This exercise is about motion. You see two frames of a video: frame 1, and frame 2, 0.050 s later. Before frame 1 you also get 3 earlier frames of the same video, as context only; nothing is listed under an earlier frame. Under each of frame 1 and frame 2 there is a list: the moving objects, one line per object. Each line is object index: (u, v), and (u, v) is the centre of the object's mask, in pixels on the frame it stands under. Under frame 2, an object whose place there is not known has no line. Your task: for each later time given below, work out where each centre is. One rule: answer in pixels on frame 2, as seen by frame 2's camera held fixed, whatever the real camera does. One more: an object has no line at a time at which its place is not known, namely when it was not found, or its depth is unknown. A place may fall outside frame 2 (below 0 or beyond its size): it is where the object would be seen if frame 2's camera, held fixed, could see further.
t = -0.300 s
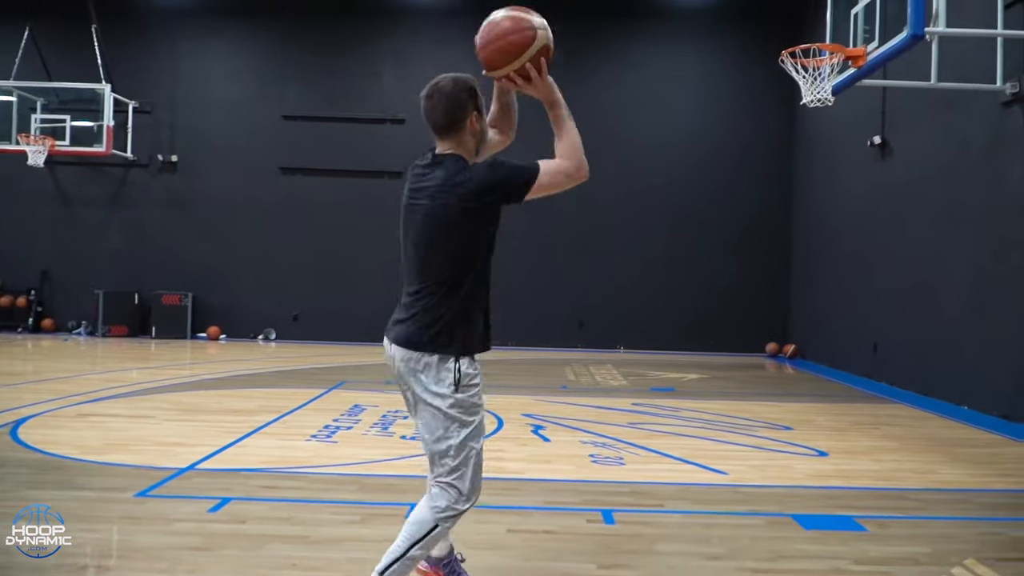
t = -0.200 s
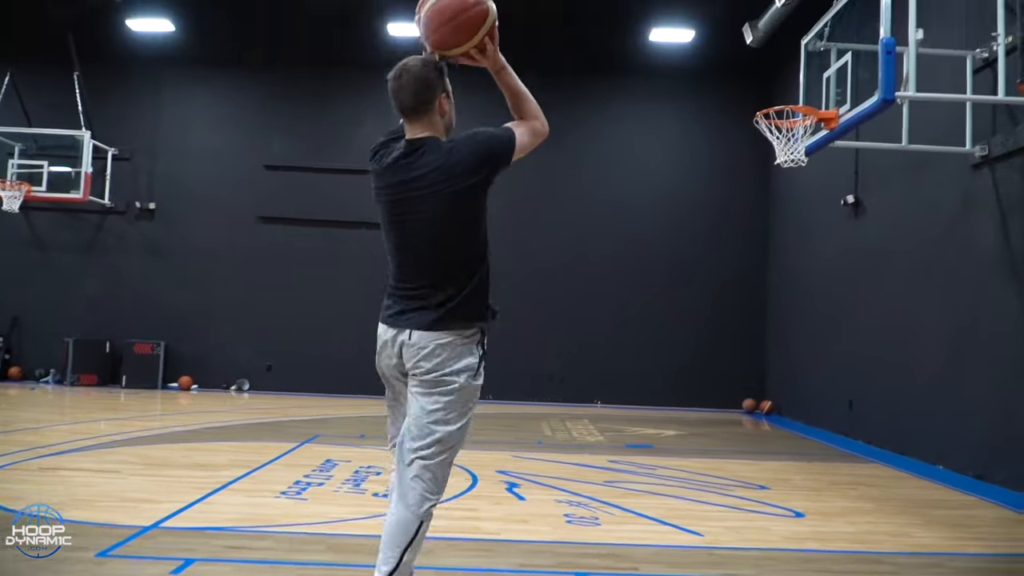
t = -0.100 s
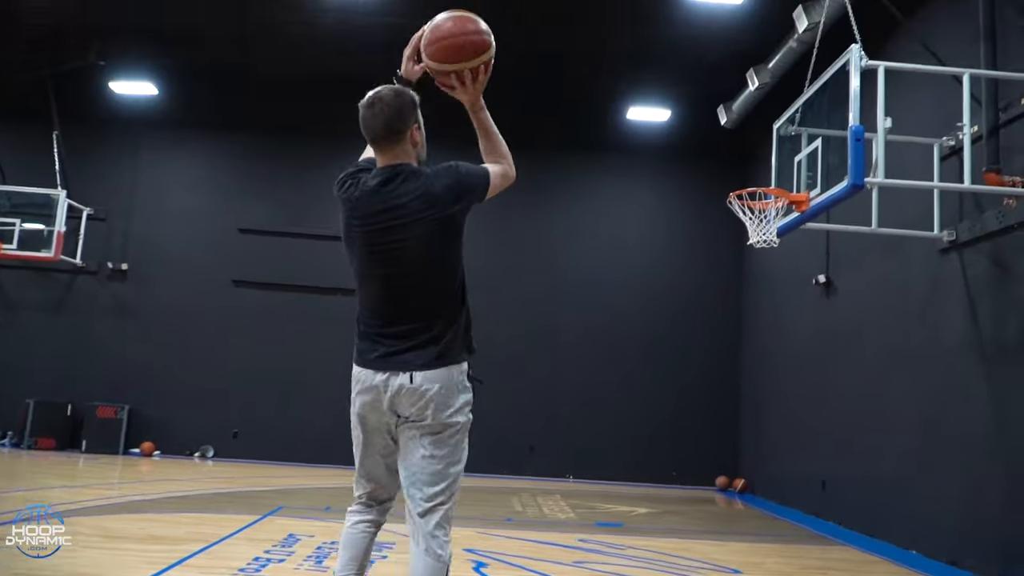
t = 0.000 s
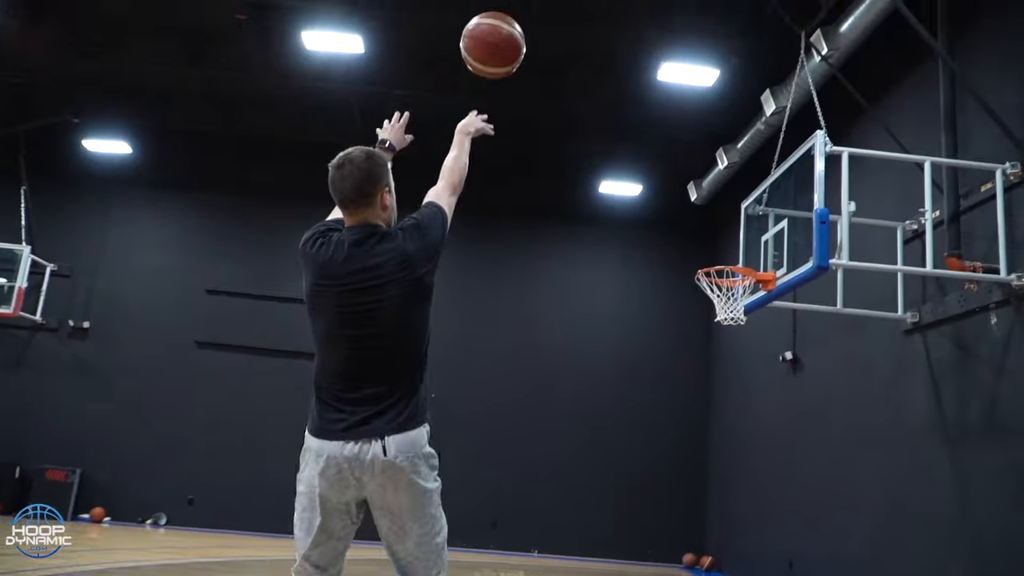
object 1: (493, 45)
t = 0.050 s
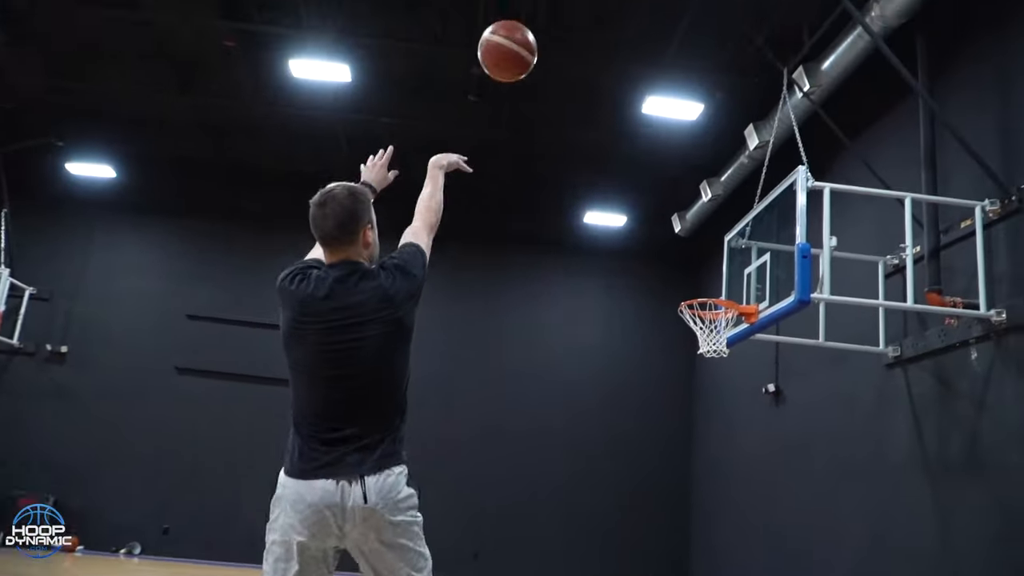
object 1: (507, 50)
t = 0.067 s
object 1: (516, 43)
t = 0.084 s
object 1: (524, 38)
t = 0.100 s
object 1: (532, 32)
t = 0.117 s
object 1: (540, 28)
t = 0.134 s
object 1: (546, 24)
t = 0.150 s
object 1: (552, 21)
